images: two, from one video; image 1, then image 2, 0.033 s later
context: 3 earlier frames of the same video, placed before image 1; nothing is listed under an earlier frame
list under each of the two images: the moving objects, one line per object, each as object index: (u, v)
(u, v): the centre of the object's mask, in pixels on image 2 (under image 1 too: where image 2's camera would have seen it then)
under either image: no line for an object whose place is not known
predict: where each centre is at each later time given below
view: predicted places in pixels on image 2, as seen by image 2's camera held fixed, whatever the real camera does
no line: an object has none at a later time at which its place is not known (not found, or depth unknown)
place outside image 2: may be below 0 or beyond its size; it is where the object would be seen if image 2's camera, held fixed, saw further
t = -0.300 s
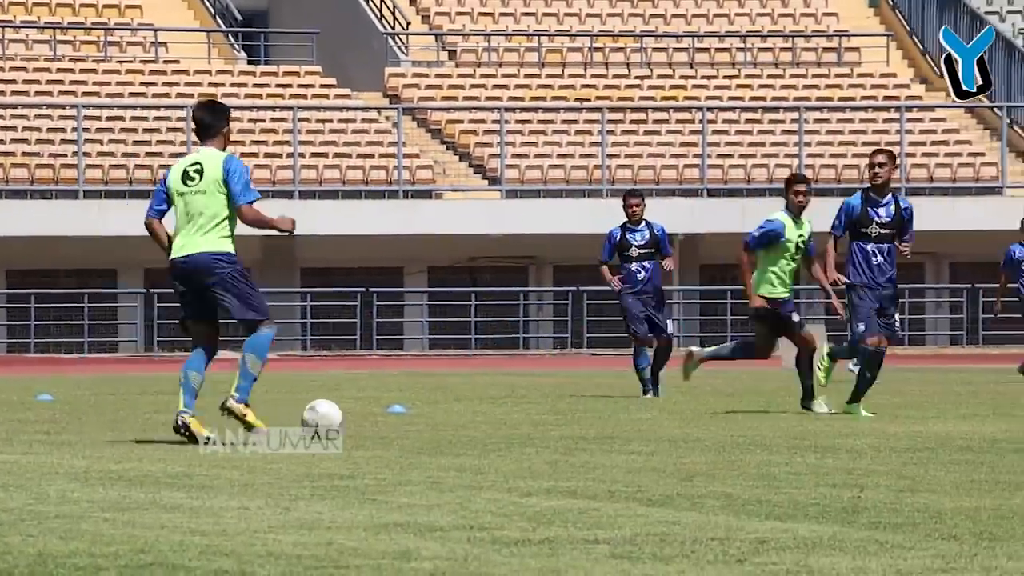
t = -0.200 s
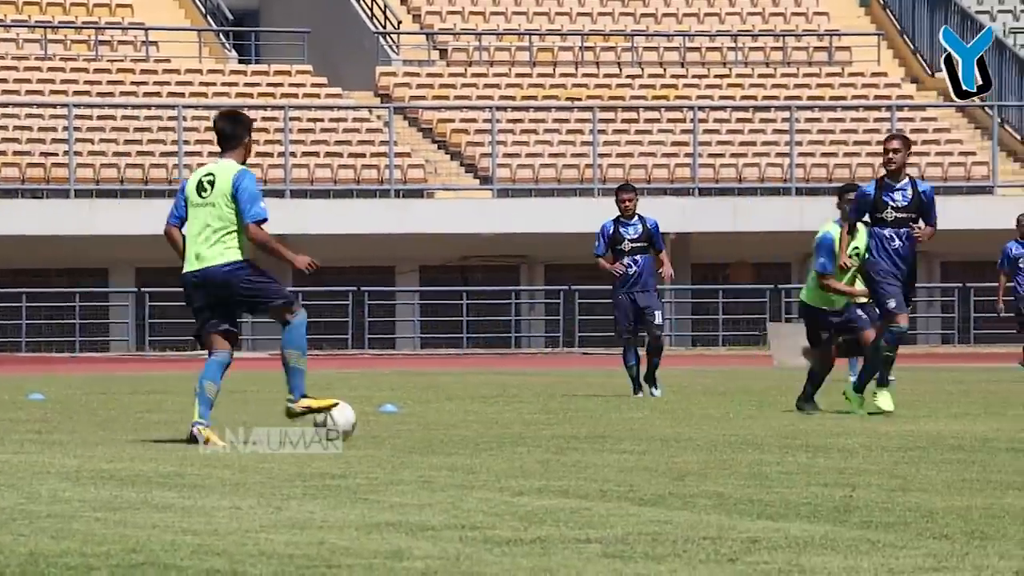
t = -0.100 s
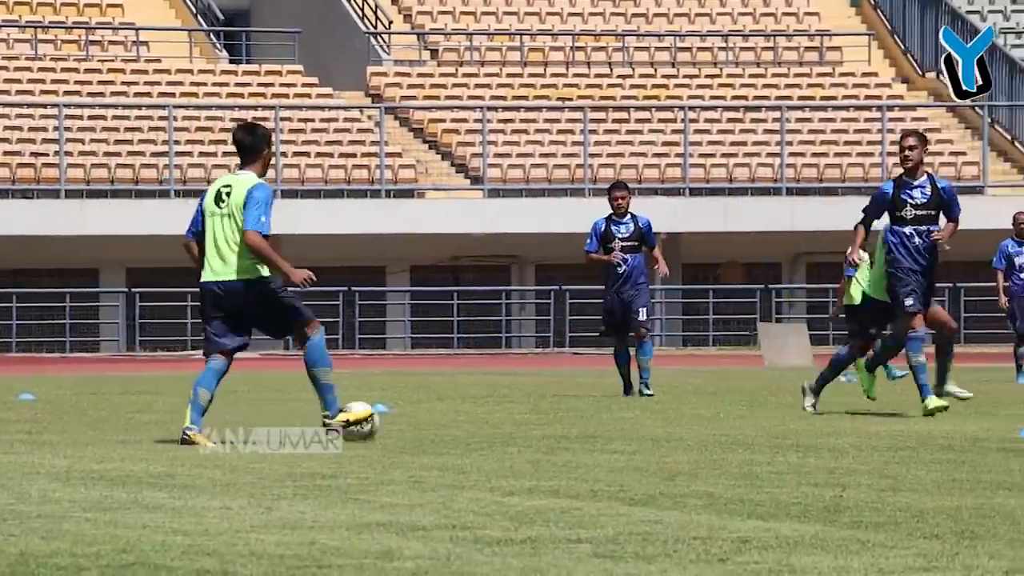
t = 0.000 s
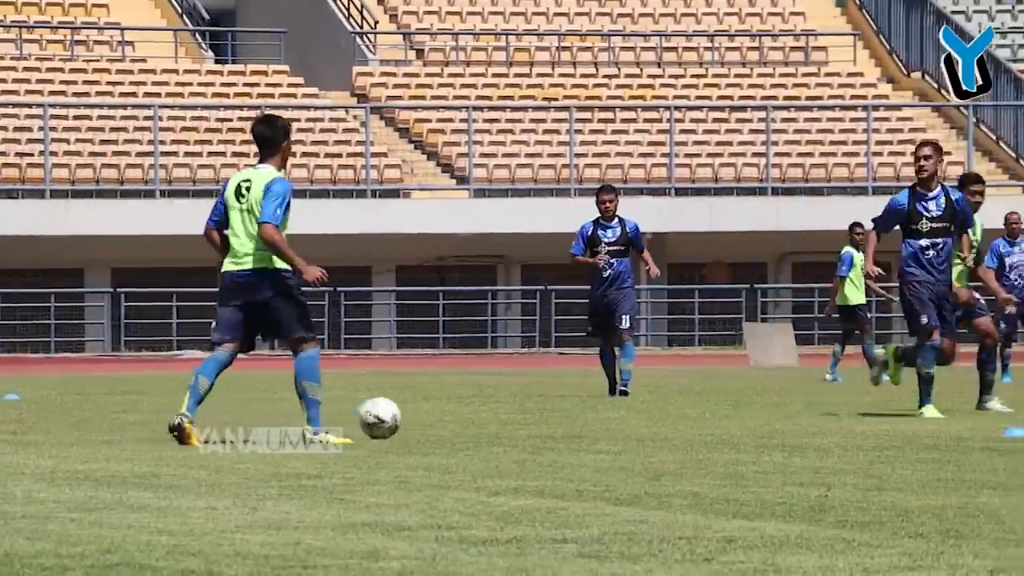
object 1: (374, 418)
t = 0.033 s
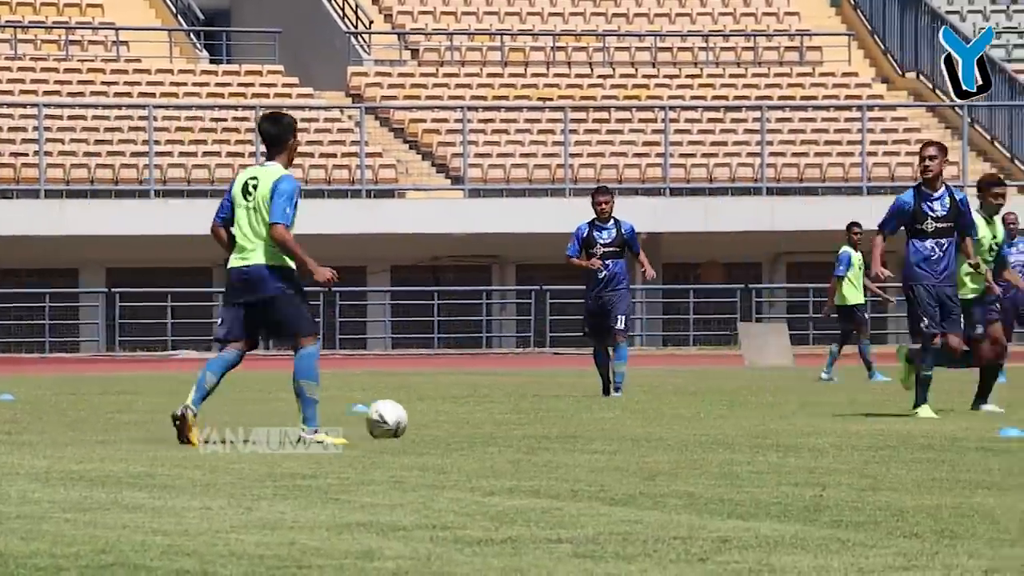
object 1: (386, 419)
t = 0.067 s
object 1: (397, 420)
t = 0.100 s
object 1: (408, 419)
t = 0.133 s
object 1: (418, 418)
